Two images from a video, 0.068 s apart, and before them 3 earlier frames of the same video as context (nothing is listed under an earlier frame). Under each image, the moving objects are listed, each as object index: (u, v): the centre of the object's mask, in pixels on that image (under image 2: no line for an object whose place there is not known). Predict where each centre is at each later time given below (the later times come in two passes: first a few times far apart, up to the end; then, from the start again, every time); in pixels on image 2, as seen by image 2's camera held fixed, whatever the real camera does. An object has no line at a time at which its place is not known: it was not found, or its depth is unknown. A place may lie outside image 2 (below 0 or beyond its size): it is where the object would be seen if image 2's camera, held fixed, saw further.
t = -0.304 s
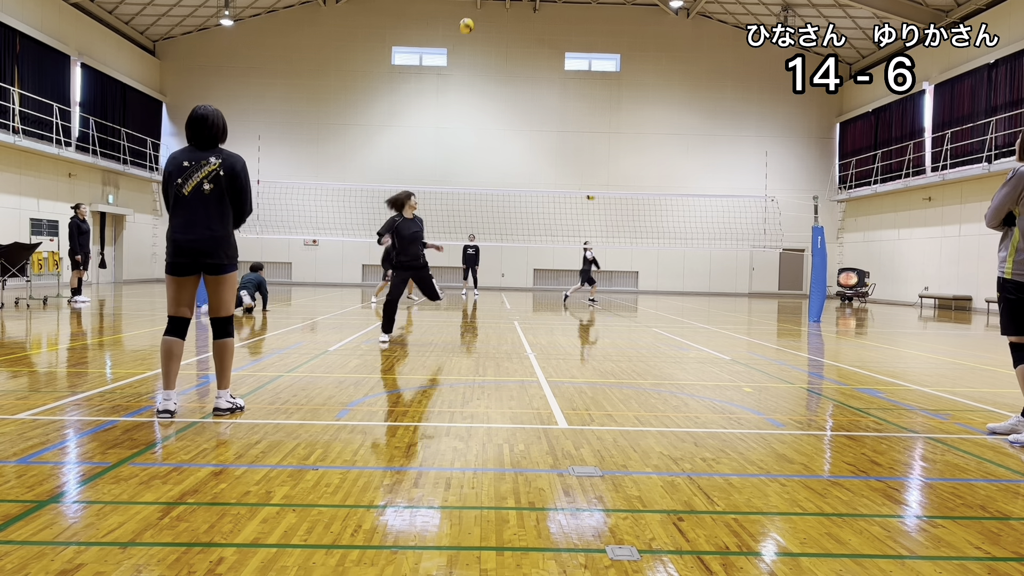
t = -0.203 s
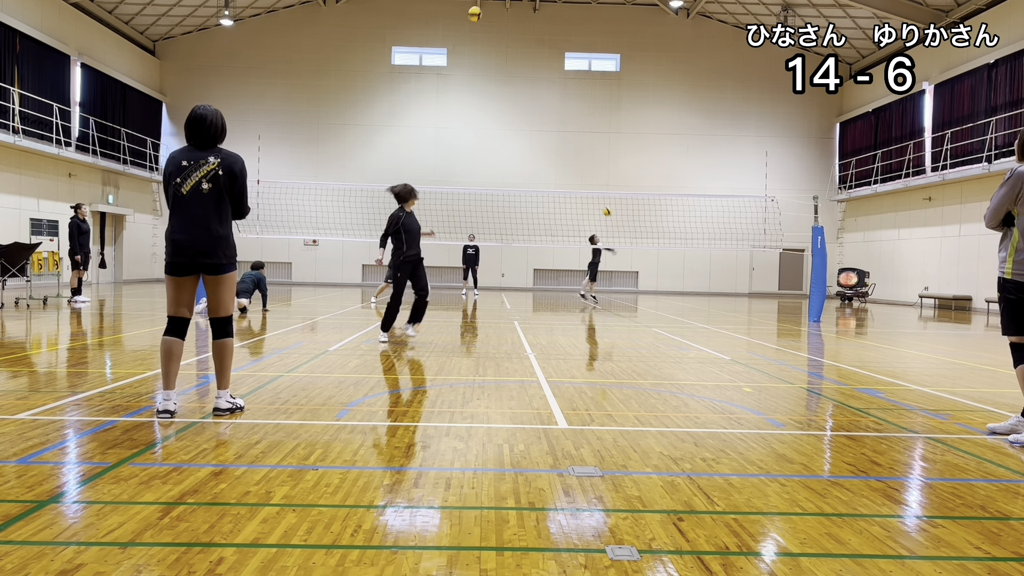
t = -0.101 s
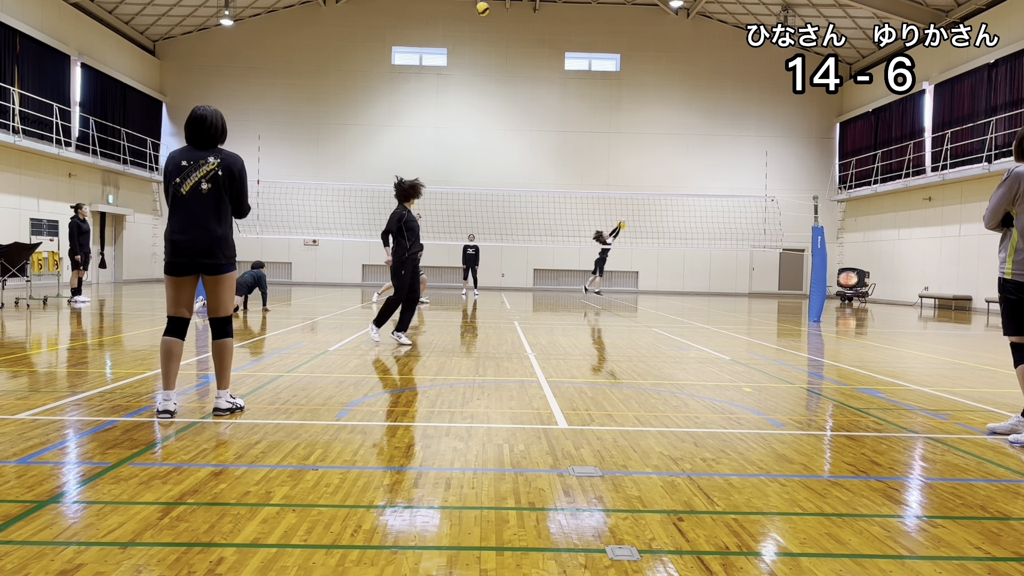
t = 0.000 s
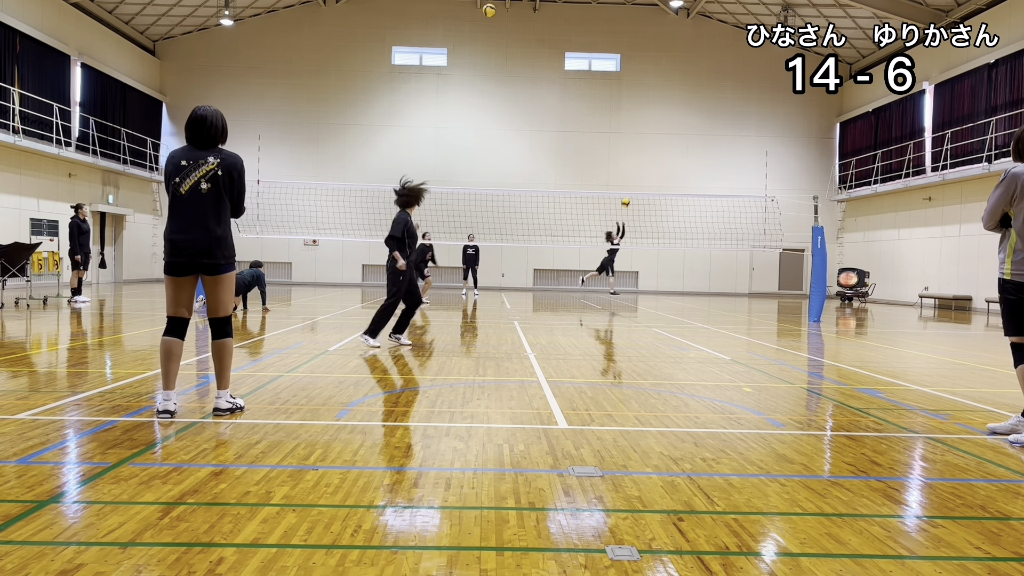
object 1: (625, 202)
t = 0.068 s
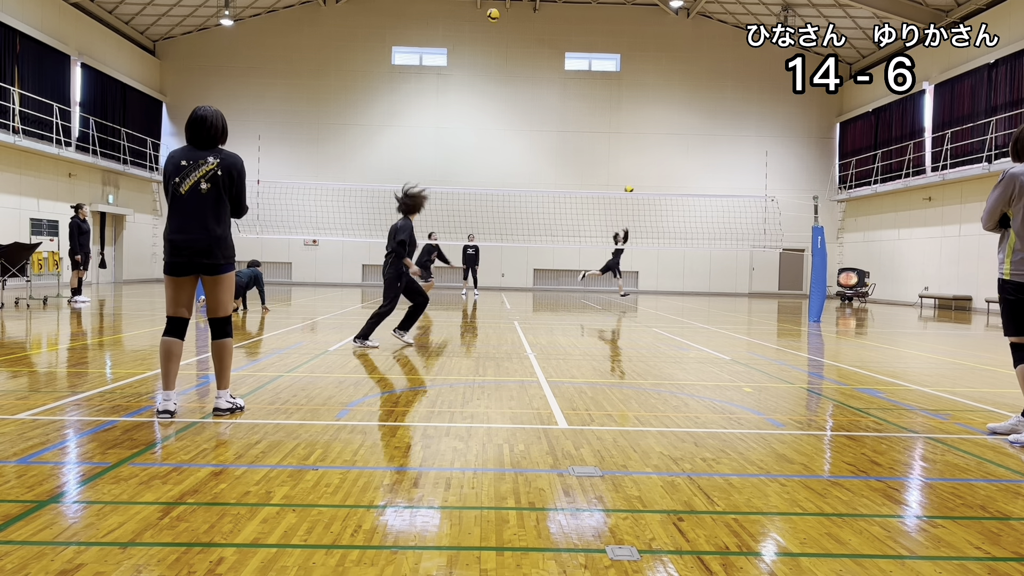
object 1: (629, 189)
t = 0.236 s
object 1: (638, 166)
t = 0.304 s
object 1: (642, 160)
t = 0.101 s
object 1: (631, 185)
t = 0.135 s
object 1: (632, 179)
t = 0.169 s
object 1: (634, 175)
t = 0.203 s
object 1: (635, 170)
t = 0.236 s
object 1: (638, 166)
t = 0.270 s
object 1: (639, 163)
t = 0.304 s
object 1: (642, 160)
